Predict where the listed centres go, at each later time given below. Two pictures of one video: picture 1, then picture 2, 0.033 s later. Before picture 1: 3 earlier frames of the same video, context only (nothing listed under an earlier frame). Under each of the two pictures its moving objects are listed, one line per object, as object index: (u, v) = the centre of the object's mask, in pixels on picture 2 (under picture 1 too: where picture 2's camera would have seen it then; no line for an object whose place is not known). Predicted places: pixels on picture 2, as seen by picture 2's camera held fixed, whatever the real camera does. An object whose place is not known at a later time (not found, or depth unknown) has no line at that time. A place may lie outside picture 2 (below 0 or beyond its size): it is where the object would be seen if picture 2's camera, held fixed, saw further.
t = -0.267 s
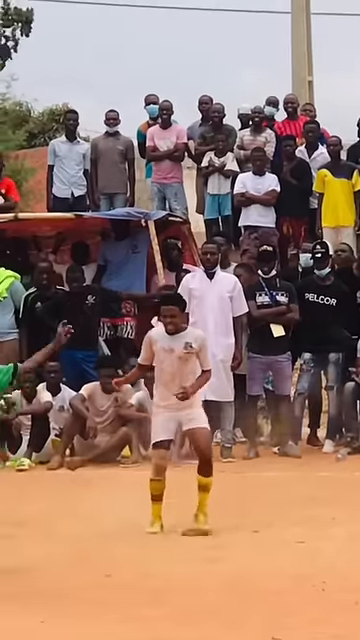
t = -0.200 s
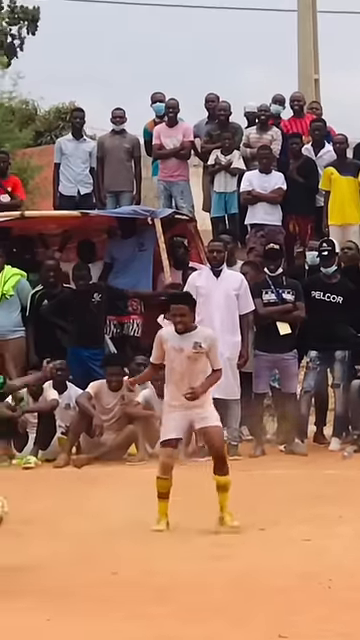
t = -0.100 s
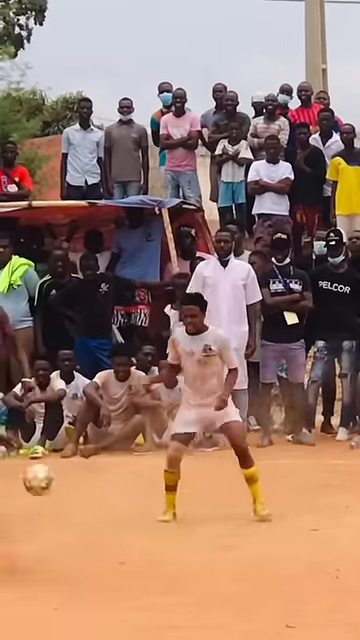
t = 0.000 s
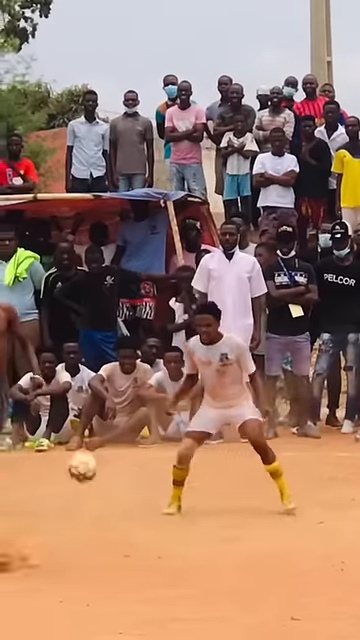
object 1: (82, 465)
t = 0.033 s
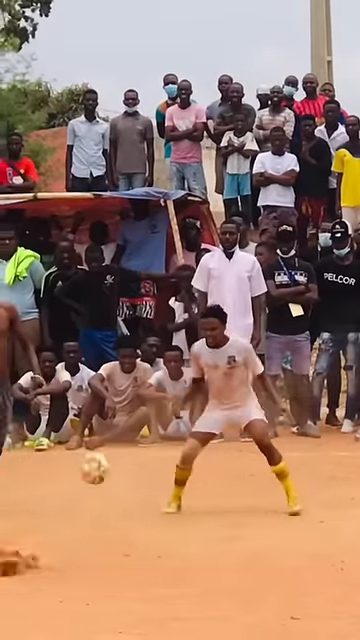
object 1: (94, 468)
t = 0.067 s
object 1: (108, 471)
